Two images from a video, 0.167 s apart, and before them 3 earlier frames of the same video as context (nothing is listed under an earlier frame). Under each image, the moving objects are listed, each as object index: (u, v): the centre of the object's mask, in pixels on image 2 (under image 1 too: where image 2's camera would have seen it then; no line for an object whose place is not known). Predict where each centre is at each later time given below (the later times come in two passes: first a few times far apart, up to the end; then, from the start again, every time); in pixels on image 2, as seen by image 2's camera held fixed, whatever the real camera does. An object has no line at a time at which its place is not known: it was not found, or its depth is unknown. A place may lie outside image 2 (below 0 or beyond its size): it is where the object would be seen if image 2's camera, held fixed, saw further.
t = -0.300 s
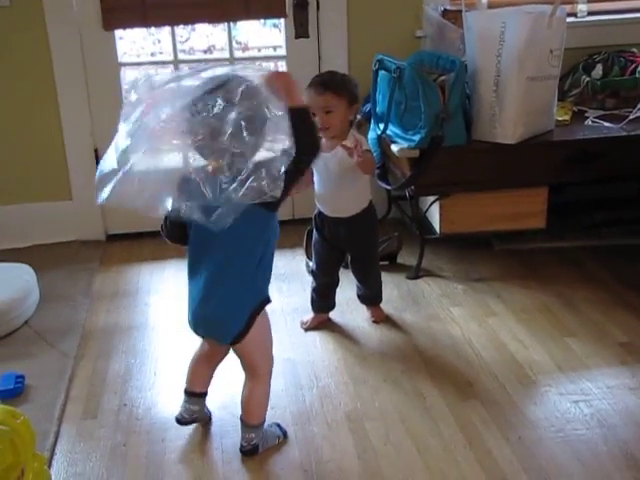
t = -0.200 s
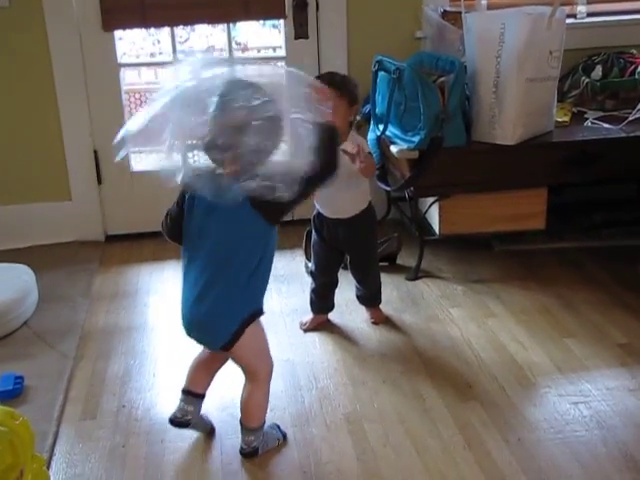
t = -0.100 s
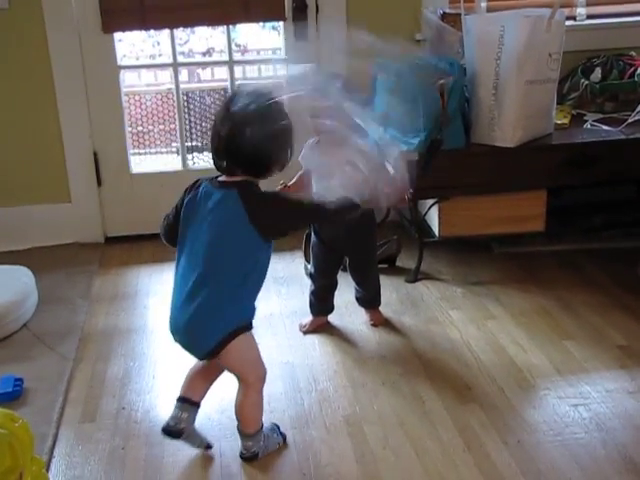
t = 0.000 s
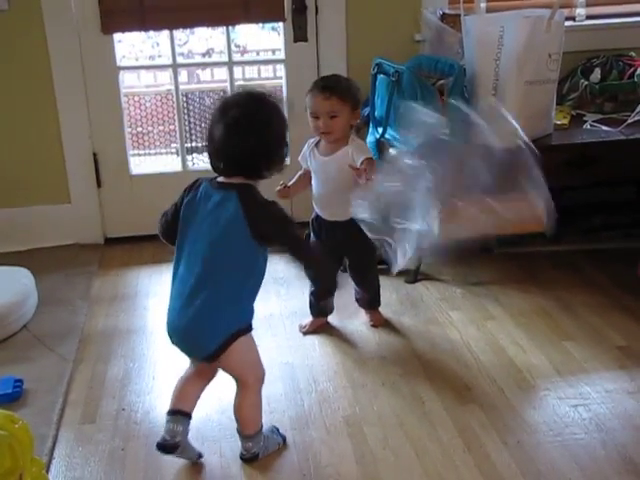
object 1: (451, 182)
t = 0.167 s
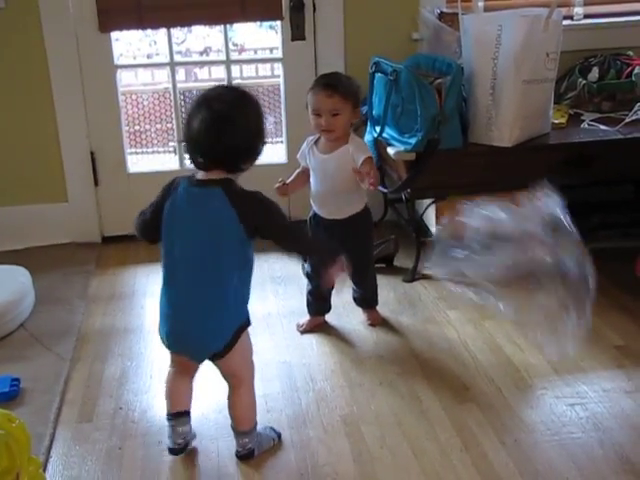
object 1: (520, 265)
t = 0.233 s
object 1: (543, 291)
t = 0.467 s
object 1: (585, 322)
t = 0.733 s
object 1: (593, 306)
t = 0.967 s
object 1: (597, 306)
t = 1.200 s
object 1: (602, 306)
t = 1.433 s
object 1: (611, 307)
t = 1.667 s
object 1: (616, 307)
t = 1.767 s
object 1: (619, 306)
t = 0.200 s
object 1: (531, 283)
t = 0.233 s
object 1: (543, 291)
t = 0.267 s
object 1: (551, 304)
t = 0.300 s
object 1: (563, 305)
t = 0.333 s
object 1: (571, 337)
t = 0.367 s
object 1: (574, 343)
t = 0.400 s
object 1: (582, 345)
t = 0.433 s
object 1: (582, 328)
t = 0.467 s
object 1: (585, 322)
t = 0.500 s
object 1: (587, 317)
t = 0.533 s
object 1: (589, 318)
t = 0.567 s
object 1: (590, 315)
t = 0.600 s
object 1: (590, 313)
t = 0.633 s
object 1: (591, 309)
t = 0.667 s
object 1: (592, 307)
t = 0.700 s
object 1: (592, 306)
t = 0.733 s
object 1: (593, 306)
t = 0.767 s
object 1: (594, 306)
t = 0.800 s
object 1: (594, 306)
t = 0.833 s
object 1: (595, 307)
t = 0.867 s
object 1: (596, 308)
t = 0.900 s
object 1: (596, 308)
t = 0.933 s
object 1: (597, 307)
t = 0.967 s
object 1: (597, 306)
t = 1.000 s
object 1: (598, 306)
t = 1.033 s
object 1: (598, 306)
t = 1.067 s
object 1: (599, 306)
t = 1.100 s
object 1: (600, 308)
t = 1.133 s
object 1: (601, 308)
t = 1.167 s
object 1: (602, 308)
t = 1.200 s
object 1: (602, 306)
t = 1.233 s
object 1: (604, 307)
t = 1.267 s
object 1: (605, 306)
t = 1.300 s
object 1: (606, 306)
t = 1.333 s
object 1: (607, 307)
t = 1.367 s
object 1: (608, 306)
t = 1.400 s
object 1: (608, 306)
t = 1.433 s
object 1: (611, 307)
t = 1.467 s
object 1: (612, 307)
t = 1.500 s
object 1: (613, 306)
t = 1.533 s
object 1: (613, 306)
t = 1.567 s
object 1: (615, 307)
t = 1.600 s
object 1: (616, 308)
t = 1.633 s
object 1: (616, 307)
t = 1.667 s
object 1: (616, 307)
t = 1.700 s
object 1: (616, 306)
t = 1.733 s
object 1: (618, 307)
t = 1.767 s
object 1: (619, 306)
